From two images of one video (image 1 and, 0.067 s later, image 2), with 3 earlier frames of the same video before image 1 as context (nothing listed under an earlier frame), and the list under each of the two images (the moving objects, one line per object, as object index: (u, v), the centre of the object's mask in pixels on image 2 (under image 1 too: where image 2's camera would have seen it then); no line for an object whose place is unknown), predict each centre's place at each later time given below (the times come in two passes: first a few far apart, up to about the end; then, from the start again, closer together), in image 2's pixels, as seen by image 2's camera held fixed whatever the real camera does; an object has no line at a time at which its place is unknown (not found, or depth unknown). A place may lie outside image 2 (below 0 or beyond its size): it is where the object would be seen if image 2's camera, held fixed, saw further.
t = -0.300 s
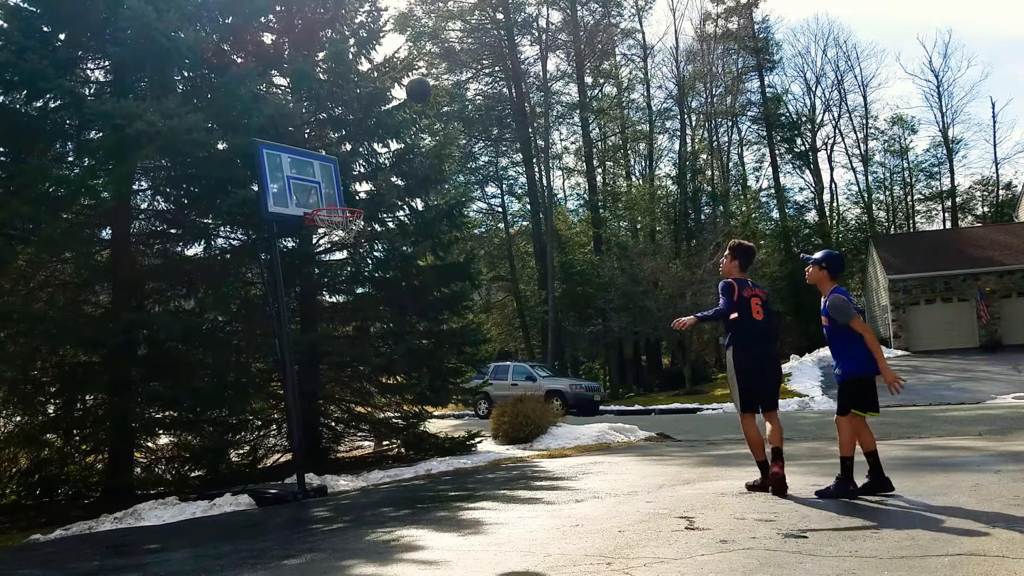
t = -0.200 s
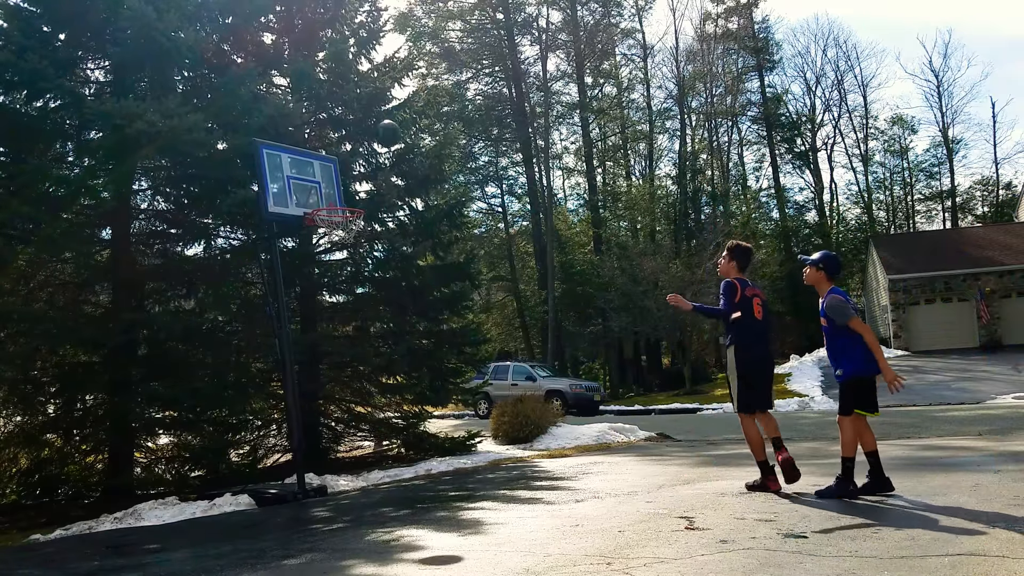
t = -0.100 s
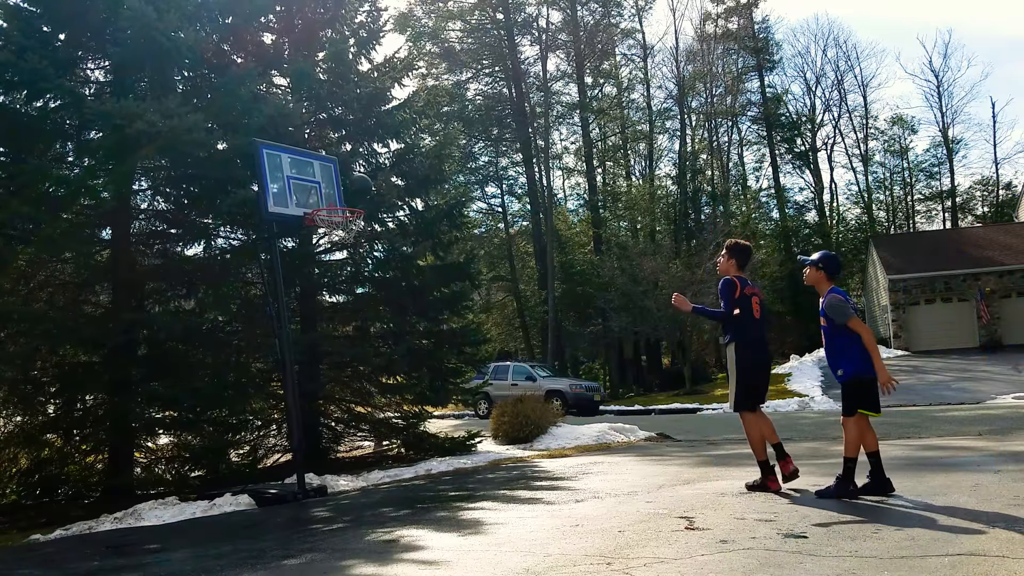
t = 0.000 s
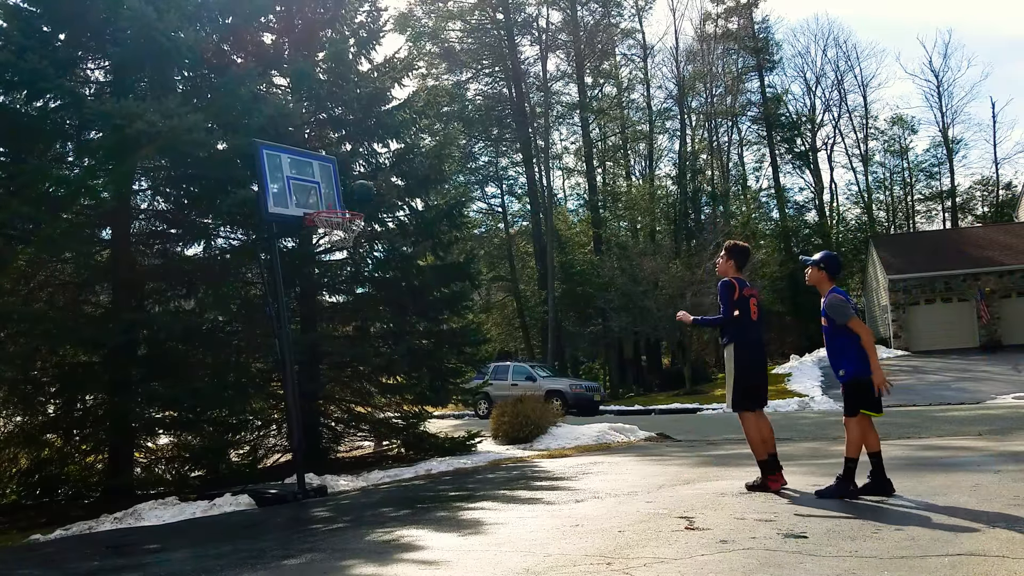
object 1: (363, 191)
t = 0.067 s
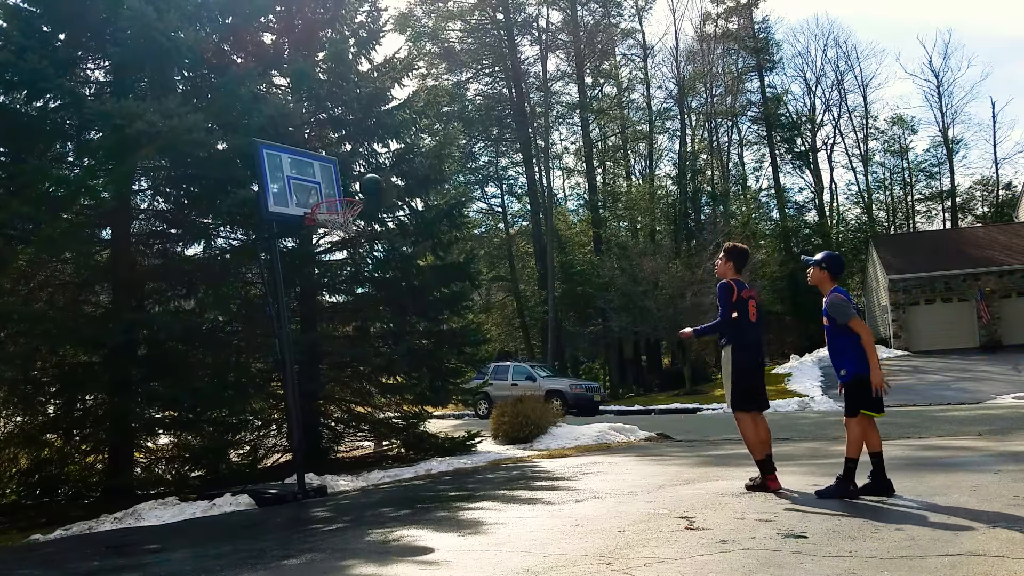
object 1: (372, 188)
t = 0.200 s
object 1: (394, 190)
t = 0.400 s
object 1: (437, 237)
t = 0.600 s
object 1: (486, 349)
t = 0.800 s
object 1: (536, 467)
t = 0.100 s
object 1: (378, 186)
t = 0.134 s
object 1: (382, 187)
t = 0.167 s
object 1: (388, 187)
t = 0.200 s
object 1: (394, 190)
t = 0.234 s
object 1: (400, 195)
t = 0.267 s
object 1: (407, 200)
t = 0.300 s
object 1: (414, 207)
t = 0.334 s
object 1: (421, 222)
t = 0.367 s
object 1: (427, 227)
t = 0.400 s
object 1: (437, 237)
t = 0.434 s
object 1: (443, 252)
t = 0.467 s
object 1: (453, 267)
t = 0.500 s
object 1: (460, 284)
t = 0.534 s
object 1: (467, 304)
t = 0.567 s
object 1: (476, 326)
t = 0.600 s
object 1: (486, 349)
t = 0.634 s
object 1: (495, 376)
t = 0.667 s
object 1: (506, 404)
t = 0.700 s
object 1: (516, 437)
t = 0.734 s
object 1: (527, 473)
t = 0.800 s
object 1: (536, 467)
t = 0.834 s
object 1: (538, 441)
